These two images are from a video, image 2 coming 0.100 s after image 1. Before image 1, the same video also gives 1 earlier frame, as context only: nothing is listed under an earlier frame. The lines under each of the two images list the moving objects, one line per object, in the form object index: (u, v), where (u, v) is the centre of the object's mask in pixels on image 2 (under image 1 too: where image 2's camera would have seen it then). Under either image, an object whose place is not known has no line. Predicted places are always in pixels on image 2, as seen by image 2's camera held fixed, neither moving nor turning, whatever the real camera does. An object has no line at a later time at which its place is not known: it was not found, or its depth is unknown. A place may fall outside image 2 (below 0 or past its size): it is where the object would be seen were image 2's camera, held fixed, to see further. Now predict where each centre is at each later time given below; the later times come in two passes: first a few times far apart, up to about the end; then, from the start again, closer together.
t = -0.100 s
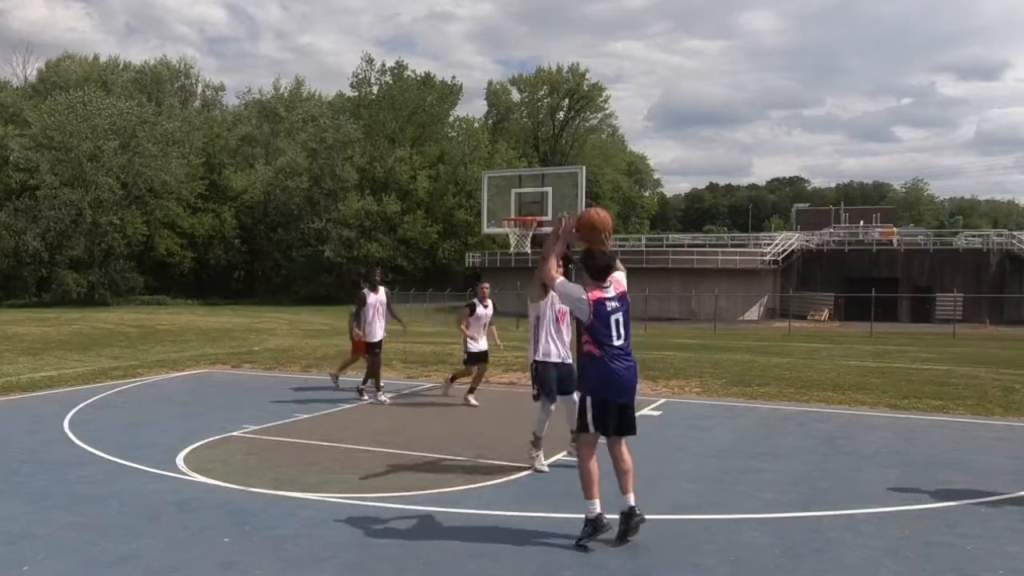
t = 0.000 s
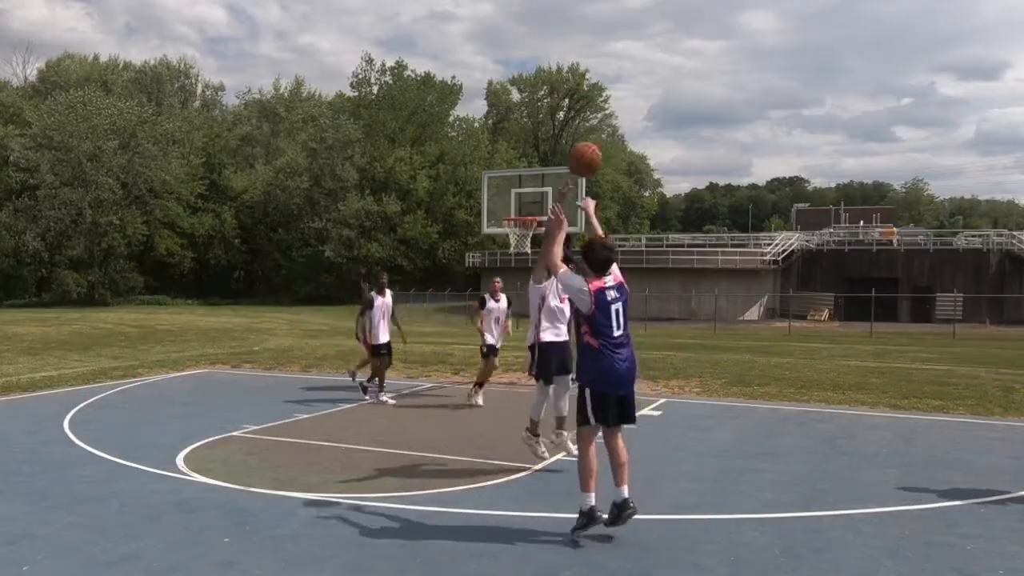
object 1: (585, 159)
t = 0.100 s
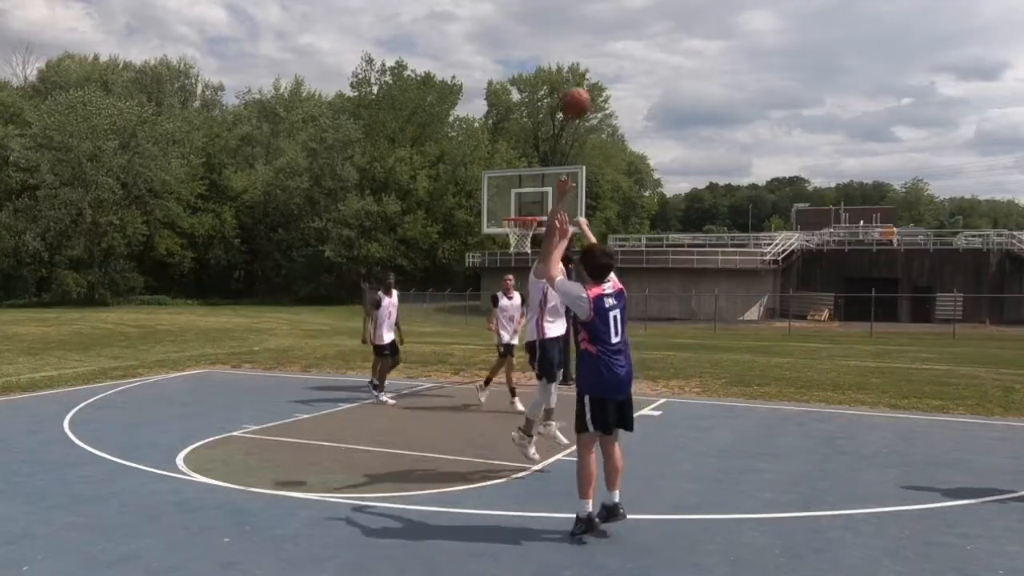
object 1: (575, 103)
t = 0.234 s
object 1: (564, 60)
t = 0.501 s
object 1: (547, 48)
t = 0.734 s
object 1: (535, 90)
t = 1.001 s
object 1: (525, 174)
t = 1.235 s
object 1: (519, 231)
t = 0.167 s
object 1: (569, 78)
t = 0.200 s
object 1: (566, 68)
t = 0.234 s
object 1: (564, 60)
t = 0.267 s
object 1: (561, 54)
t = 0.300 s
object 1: (559, 49)
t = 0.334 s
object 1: (557, 46)
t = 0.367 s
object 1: (554, 44)
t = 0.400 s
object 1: (552, 43)
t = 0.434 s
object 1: (550, 44)
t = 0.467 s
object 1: (548, 45)
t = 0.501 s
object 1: (547, 48)
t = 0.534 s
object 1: (545, 51)
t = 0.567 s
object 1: (543, 56)
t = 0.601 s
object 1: (541, 61)
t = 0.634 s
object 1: (539, 67)
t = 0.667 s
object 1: (538, 75)
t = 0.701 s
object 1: (536, 82)
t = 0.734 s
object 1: (535, 90)
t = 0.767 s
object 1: (534, 99)
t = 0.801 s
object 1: (533, 107)
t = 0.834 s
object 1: (531, 117)
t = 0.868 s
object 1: (530, 128)
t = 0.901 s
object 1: (530, 138)
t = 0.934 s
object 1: (528, 151)
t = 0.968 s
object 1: (526, 163)
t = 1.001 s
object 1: (525, 174)
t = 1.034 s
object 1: (525, 188)
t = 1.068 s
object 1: (522, 200)
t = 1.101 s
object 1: (521, 212)
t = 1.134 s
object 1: (518, 228)
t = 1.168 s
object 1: (519, 234)
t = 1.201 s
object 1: (520, 231)
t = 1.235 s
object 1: (519, 231)
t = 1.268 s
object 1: (520, 234)
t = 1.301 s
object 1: (518, 240)
